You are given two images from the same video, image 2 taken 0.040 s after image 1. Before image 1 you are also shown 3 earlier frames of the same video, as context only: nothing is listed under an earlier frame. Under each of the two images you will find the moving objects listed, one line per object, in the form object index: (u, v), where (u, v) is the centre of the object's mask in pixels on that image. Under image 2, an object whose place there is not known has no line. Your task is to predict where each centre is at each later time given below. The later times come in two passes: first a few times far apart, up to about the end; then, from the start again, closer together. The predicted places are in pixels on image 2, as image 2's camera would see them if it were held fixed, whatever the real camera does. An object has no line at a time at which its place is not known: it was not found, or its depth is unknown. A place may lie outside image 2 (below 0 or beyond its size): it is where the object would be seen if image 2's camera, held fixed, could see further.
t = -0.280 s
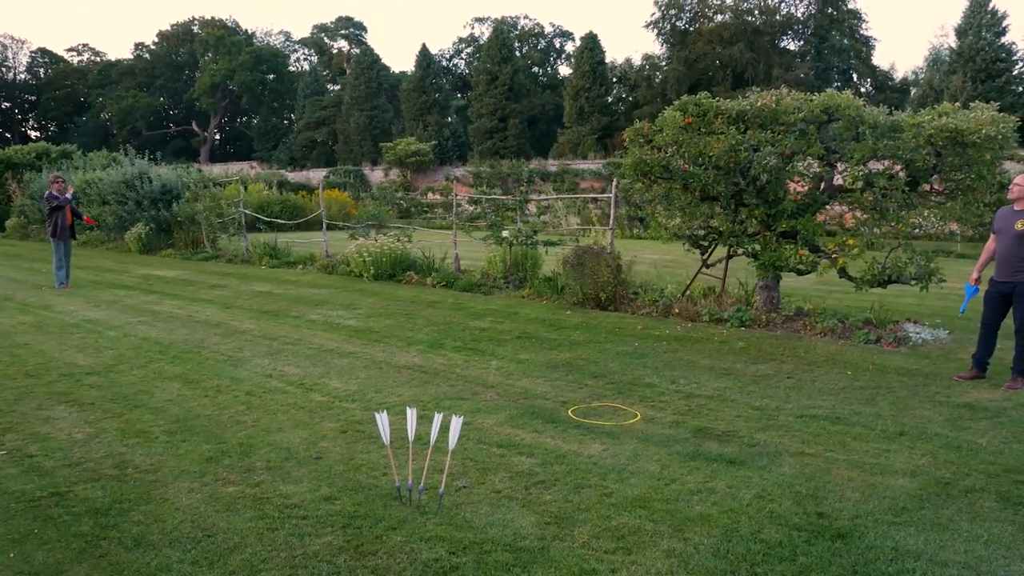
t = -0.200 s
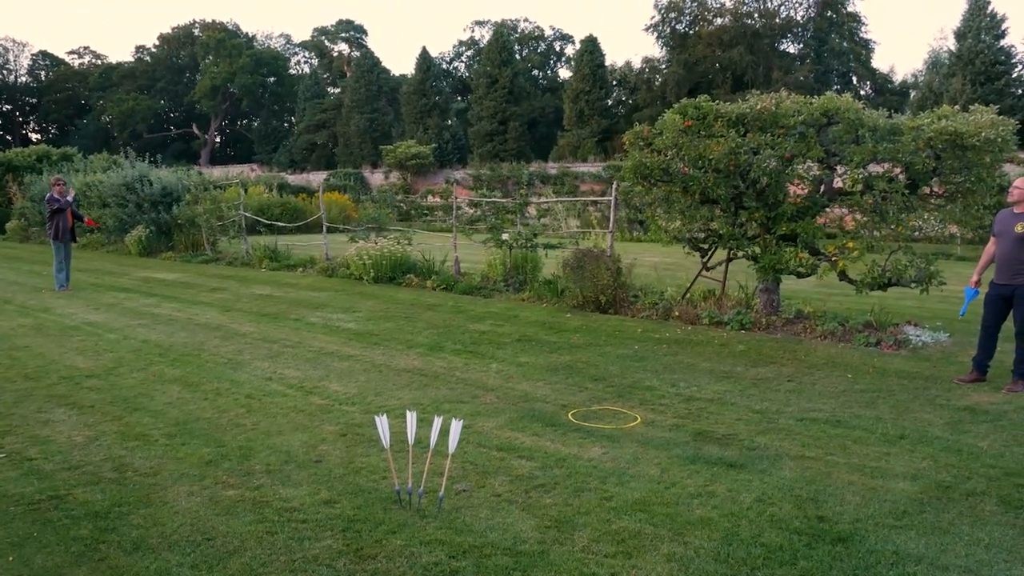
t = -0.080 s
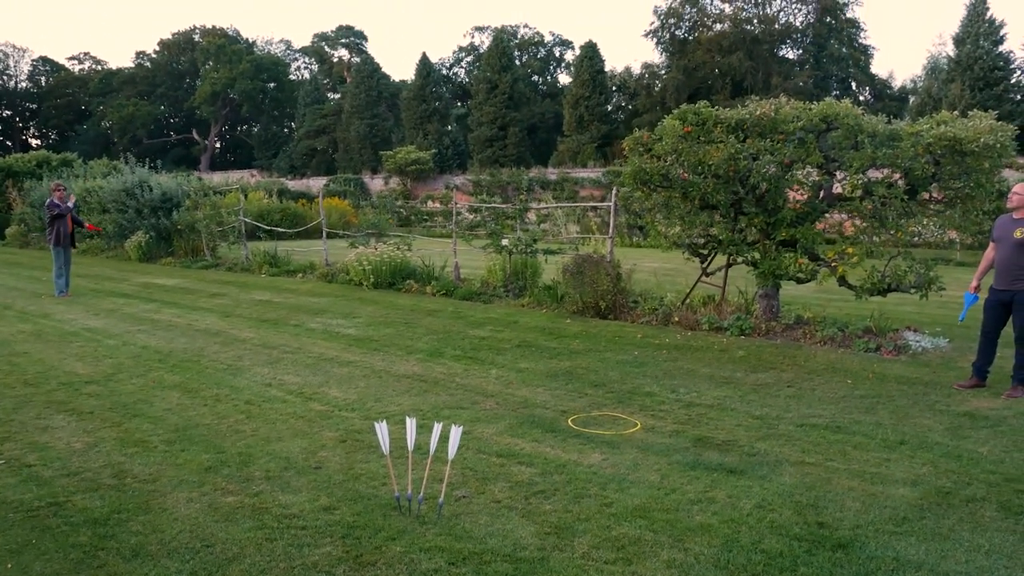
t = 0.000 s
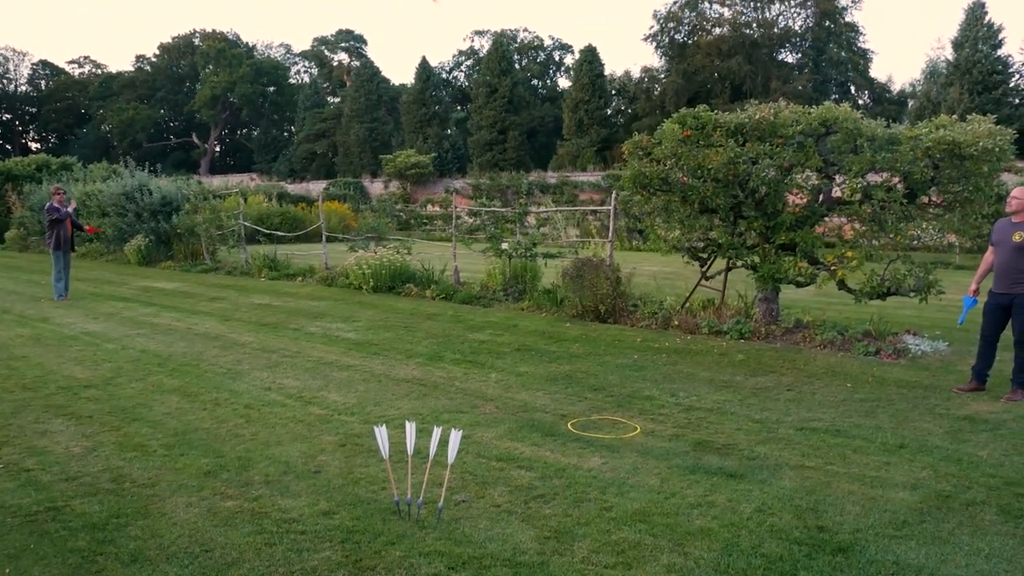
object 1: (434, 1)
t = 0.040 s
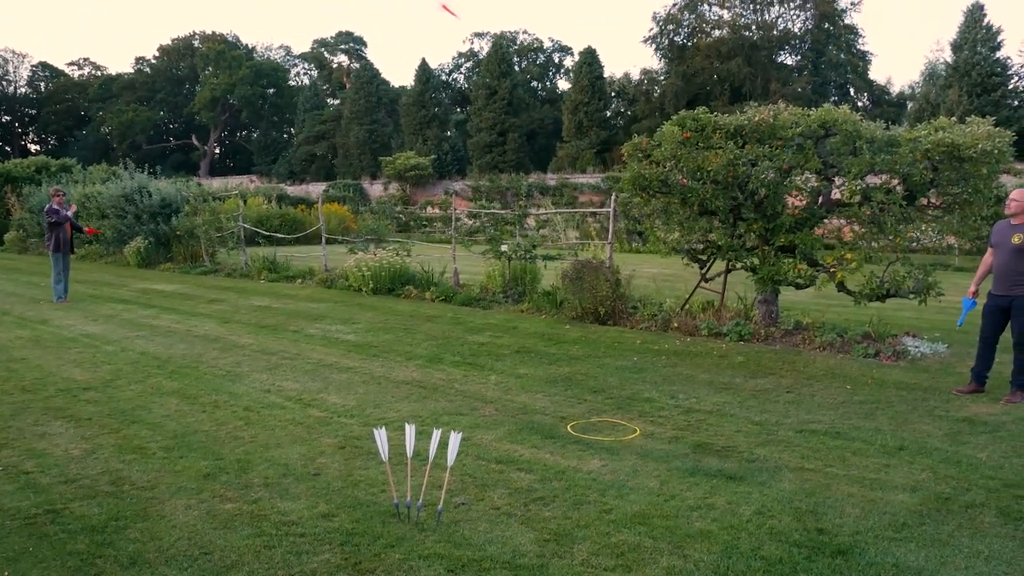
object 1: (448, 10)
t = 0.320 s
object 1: (629, 184)
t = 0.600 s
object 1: (804, 427)
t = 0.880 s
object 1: (805, 427)
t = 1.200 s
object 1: (805, 428)
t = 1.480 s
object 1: (806, 428)
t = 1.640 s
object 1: (806, 428)
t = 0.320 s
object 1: (629, 184)
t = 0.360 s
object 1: (662, 225)
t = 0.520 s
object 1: (801, 424)
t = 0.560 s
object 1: (807, 427)
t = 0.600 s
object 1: (804, 427)
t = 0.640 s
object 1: (805, 427)
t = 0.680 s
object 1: (805, 427)
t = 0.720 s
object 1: (805, 427)
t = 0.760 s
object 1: (805, 427)
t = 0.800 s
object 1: (805, 427)
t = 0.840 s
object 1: (805, 427)
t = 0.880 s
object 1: (805, 427)
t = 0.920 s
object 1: (805, 427)
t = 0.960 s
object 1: (805, 427)
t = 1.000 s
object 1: (805, 427)
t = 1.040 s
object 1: (805, 428)
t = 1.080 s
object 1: (806, 428)
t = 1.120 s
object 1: (806, 428)
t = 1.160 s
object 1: (806, 428)
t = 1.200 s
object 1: (805, 428)
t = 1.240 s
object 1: (805, 428)
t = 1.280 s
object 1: (805, 427)
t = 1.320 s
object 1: (805, 427)
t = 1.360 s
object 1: (805, 428)
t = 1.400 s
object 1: (805, 428)
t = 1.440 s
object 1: (806, 428)
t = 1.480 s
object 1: (806, 428)
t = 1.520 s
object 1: (806, 428)
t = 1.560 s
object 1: (806, 428)
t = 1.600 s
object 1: (806, 428)
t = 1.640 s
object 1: (806, 428)
